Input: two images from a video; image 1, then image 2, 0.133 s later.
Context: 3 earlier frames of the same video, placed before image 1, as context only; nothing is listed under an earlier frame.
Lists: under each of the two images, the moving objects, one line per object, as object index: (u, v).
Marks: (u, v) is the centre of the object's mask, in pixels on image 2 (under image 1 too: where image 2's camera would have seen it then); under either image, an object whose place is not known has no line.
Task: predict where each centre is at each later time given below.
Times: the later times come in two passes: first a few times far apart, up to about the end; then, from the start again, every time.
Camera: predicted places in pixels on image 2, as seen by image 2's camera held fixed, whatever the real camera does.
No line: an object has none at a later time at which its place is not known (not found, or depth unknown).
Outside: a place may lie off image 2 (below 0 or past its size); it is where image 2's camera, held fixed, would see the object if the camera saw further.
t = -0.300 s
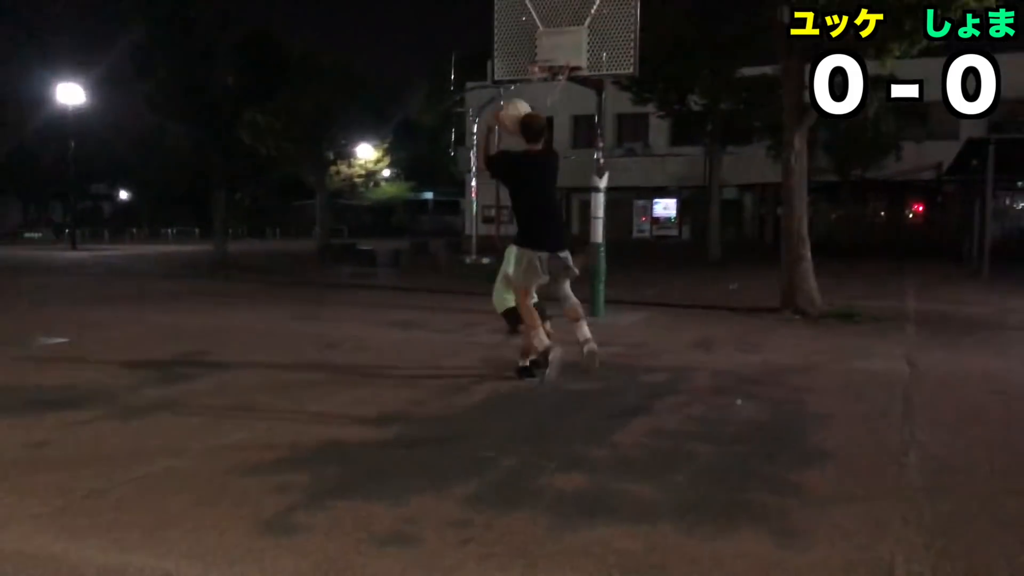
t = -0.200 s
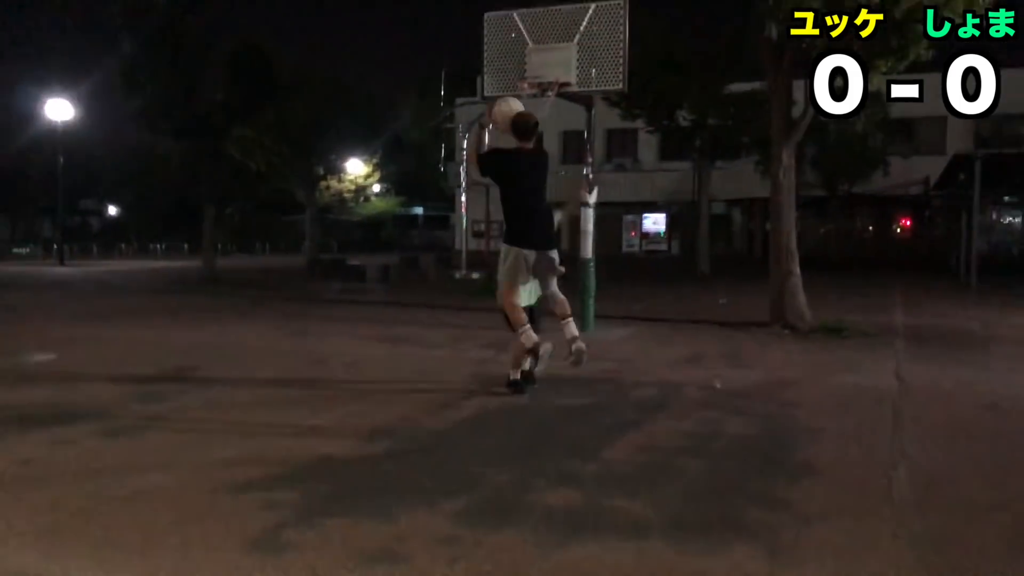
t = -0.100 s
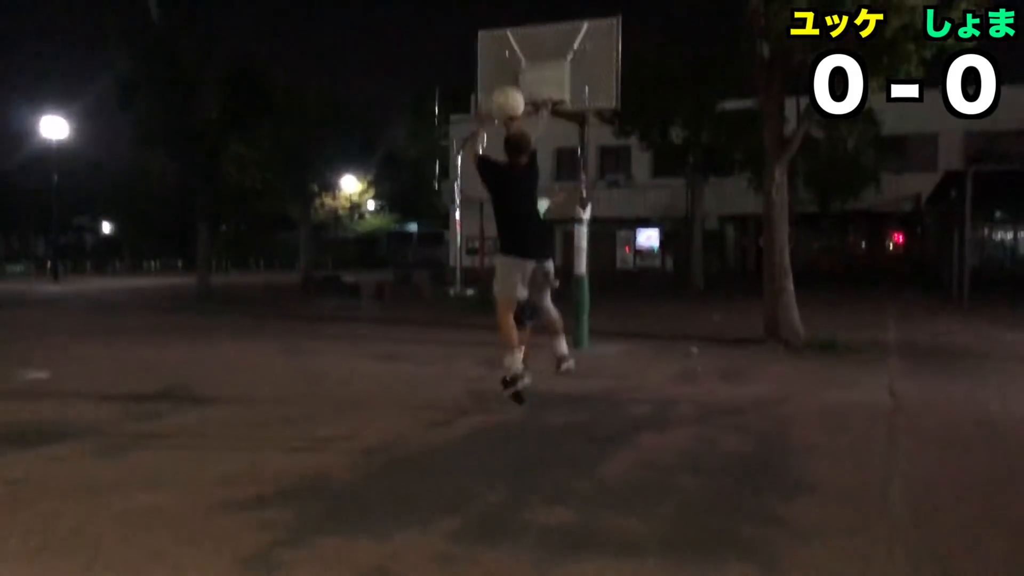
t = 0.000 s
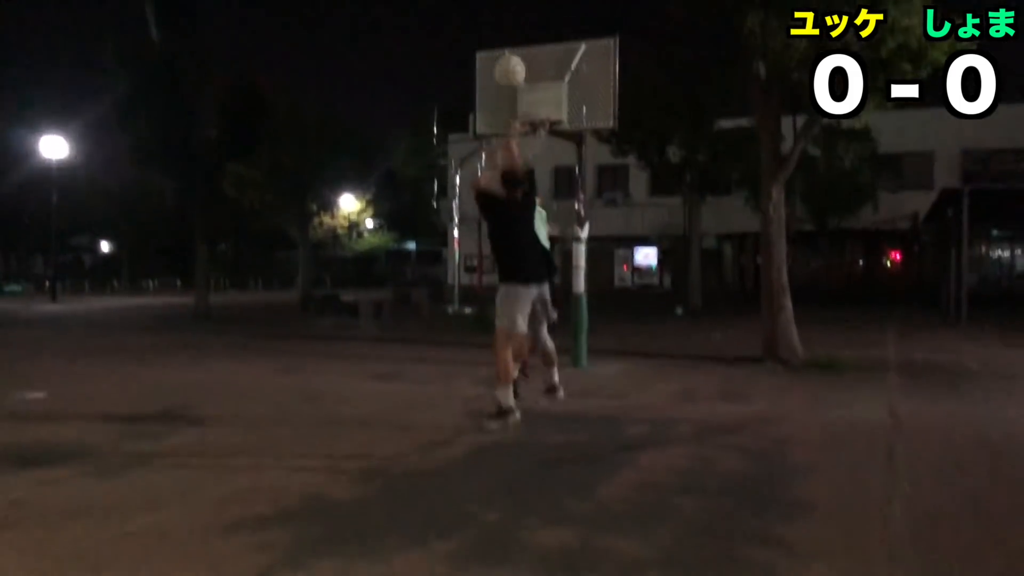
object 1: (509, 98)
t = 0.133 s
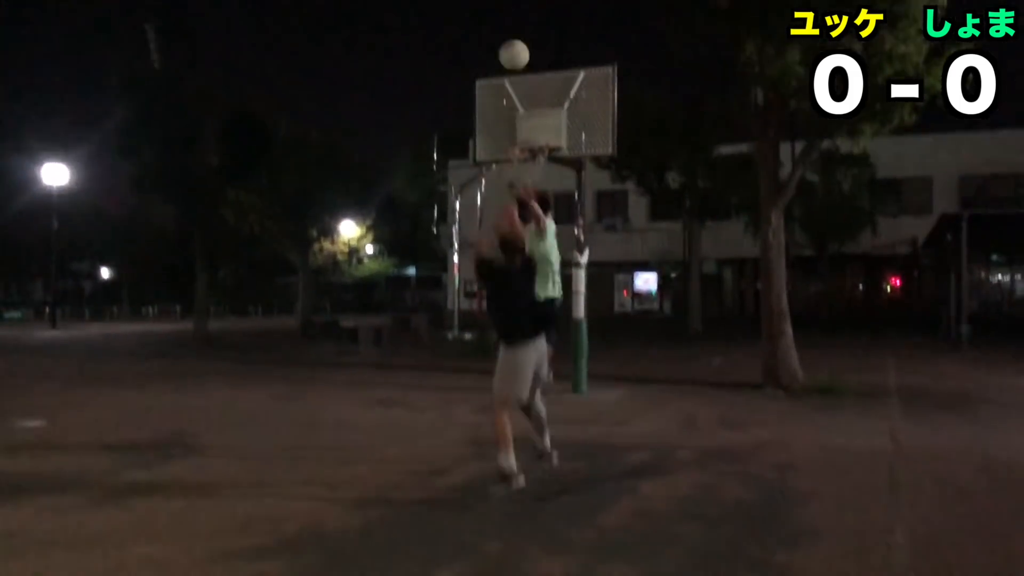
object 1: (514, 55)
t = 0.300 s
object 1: (520, 37)
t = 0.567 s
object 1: (528, 67)
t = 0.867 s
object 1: (534, 160)
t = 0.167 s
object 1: (515, 48)
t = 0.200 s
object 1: (516, 44)
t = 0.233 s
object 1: (518, 40)
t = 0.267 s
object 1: (519, 38)
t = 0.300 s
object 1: (520, 37)
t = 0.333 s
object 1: (521, 37)
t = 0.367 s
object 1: (522, 38)
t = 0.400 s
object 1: (523, 41)
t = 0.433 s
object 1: (524, 44)
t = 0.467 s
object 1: (525, 49)
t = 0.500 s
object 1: (526, 54)
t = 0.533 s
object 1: (527, 61)
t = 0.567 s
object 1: (528, 67)
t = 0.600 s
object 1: (529, 75)
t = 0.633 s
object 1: (531, 83)
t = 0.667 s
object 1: (534, 93)
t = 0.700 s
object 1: (534, 104)
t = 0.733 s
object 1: (534, 114)
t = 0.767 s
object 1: (533, 123)
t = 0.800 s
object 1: (537, 135)
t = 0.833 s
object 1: (537, 155)
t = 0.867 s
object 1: (534, 160)
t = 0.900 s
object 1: (534, 163)
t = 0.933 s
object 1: (533, 165)
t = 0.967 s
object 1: (533, 168)
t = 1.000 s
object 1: (532, 172)
